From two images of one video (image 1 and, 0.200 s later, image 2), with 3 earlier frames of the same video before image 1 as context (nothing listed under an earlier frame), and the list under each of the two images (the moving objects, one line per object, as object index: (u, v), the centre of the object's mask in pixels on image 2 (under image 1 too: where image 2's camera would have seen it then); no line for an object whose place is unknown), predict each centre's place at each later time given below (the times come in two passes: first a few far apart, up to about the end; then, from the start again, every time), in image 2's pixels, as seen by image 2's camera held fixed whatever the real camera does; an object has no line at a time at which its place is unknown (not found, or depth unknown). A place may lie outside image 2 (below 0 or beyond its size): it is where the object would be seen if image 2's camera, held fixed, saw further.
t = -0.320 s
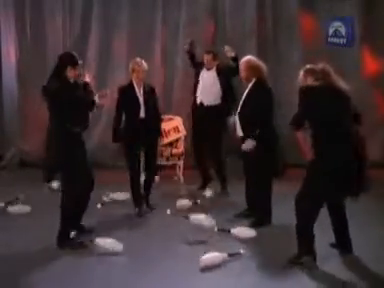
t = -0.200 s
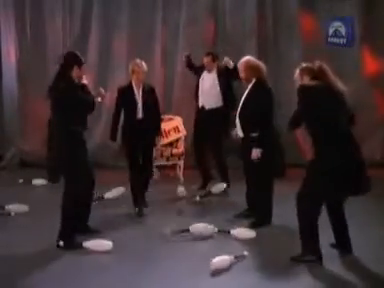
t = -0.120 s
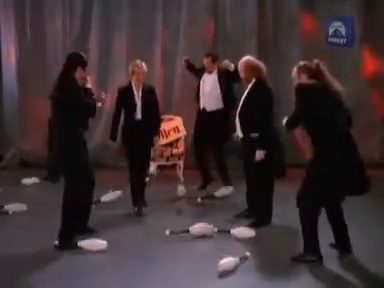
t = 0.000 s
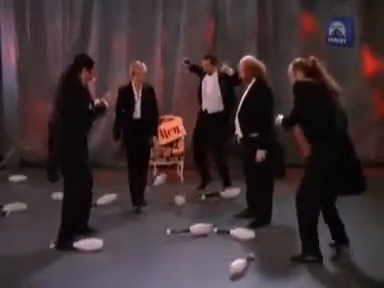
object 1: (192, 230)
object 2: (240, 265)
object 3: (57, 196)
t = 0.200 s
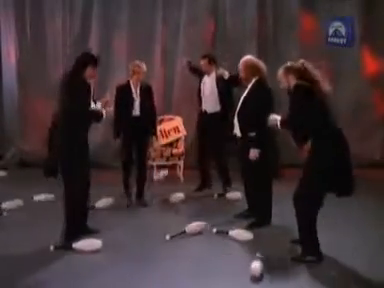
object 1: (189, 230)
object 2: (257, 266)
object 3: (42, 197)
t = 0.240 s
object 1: (188, 230)
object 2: (261, 265)
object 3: (40, 198)
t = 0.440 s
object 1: (185, 229)
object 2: (276, 265)
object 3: (35, 198)
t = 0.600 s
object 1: (182, 228)
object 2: (287, 264)
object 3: (28, 199)
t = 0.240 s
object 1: (188, 230)
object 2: (261, 265)
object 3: (40, 198)
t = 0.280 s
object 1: (188, 229)
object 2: (263, 266)
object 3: (38, 198)
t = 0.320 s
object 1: (186, 229)
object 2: (267, 266)
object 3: (37, 199)
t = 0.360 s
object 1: (186, 229)
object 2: (269, 266)
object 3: (36, 198)
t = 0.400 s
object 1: (185, 229)
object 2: (273, 265)
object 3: (35, 198)
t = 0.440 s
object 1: (185, 229)
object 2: (276, 265)
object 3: (35, 198)
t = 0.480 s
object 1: (184, 228)
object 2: (279, 265)
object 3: (35, 199)
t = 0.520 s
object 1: (183, 228)
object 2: (282, 264)
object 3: (29, 199)
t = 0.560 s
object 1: (182, 228)
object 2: (284, 264)
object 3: (29, 199)
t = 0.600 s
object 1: (182, 228)
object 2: (287, 264)
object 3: (28, 199)
